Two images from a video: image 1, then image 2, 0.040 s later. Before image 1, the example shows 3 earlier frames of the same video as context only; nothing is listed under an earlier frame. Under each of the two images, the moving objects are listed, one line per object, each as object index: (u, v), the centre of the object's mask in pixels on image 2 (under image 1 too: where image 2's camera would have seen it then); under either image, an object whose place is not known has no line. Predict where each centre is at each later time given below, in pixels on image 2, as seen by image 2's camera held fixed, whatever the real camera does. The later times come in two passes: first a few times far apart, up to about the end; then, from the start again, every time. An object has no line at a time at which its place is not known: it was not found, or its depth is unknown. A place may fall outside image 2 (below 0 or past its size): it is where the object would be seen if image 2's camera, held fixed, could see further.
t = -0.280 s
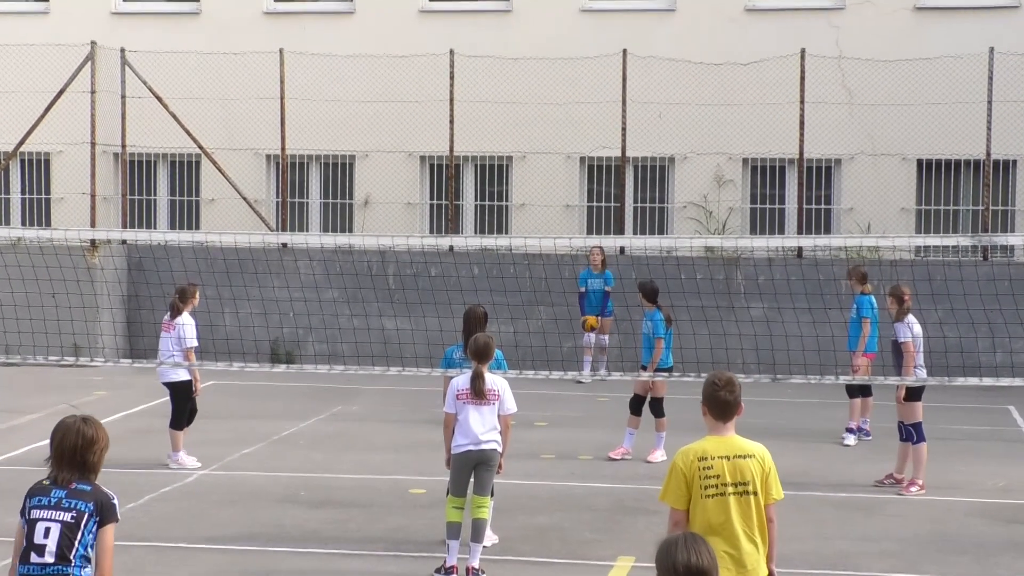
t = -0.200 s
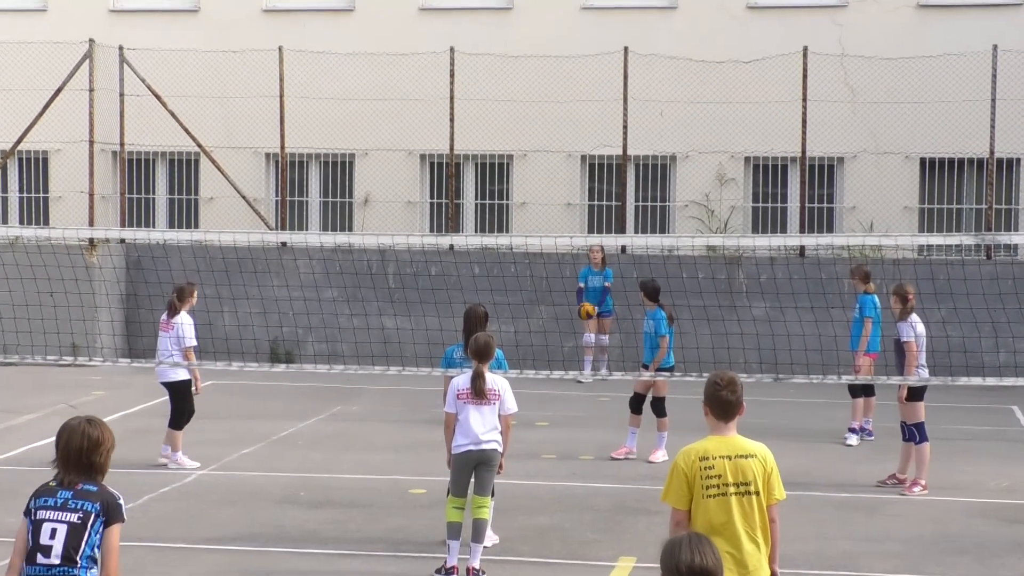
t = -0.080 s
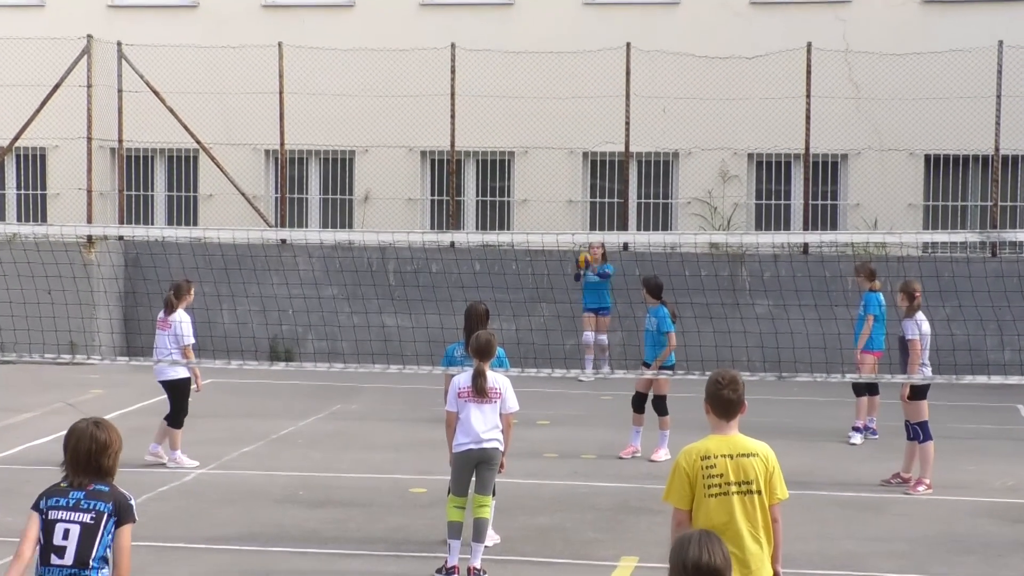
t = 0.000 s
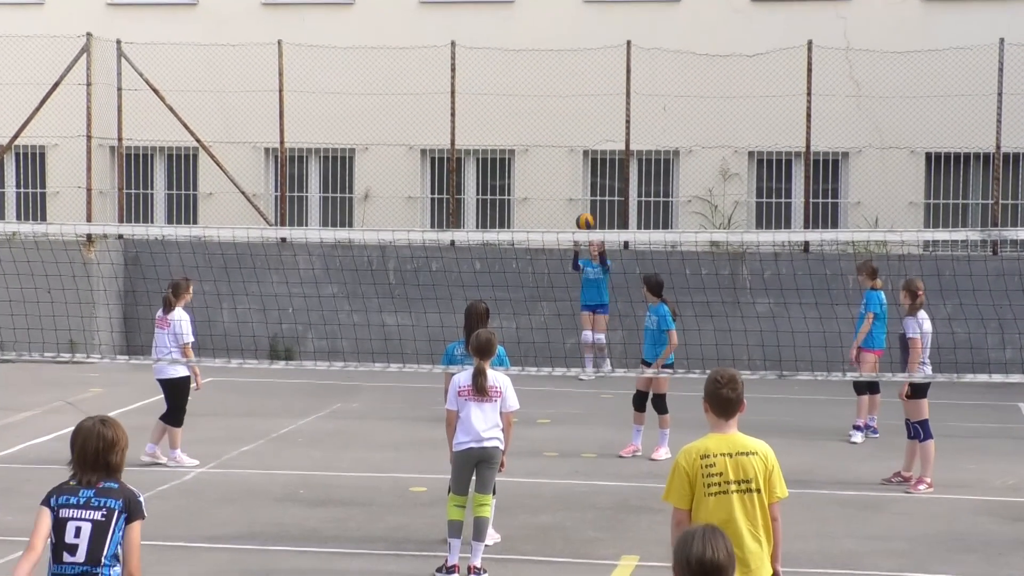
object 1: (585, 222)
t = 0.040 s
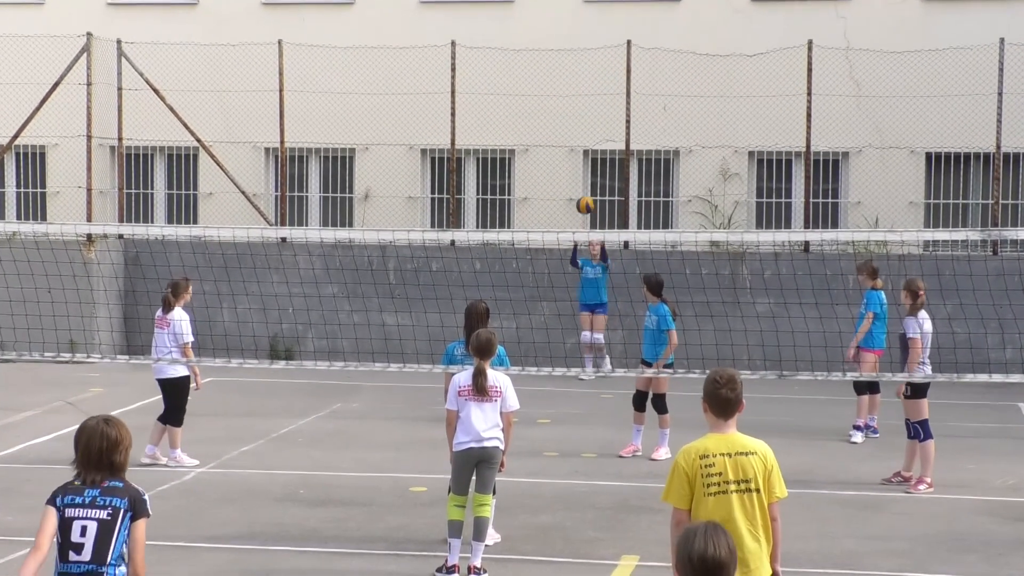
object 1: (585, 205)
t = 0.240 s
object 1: (585, 143)
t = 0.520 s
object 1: (586, 115)
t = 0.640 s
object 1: (586, 124)
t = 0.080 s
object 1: (585, 190)
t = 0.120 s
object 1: (585, 176)
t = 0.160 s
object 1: (585, 164)
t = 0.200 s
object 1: (585, 153)
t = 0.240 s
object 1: (585, 143)
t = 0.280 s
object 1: (585, 135)
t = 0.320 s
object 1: (585, 128)
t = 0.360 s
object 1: (585, 123)
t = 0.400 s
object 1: (586, 119)
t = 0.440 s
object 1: (585, 116)
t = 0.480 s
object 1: (586, 115)
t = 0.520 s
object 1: (586, 115)
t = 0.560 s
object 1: (586, 117)
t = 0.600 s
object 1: (585, 120)
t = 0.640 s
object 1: (586, 124)
